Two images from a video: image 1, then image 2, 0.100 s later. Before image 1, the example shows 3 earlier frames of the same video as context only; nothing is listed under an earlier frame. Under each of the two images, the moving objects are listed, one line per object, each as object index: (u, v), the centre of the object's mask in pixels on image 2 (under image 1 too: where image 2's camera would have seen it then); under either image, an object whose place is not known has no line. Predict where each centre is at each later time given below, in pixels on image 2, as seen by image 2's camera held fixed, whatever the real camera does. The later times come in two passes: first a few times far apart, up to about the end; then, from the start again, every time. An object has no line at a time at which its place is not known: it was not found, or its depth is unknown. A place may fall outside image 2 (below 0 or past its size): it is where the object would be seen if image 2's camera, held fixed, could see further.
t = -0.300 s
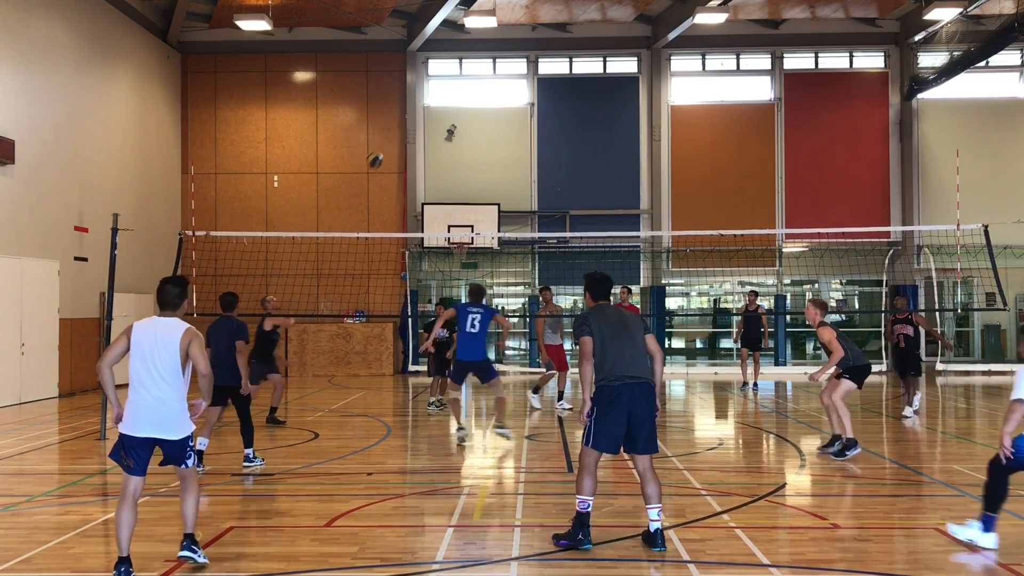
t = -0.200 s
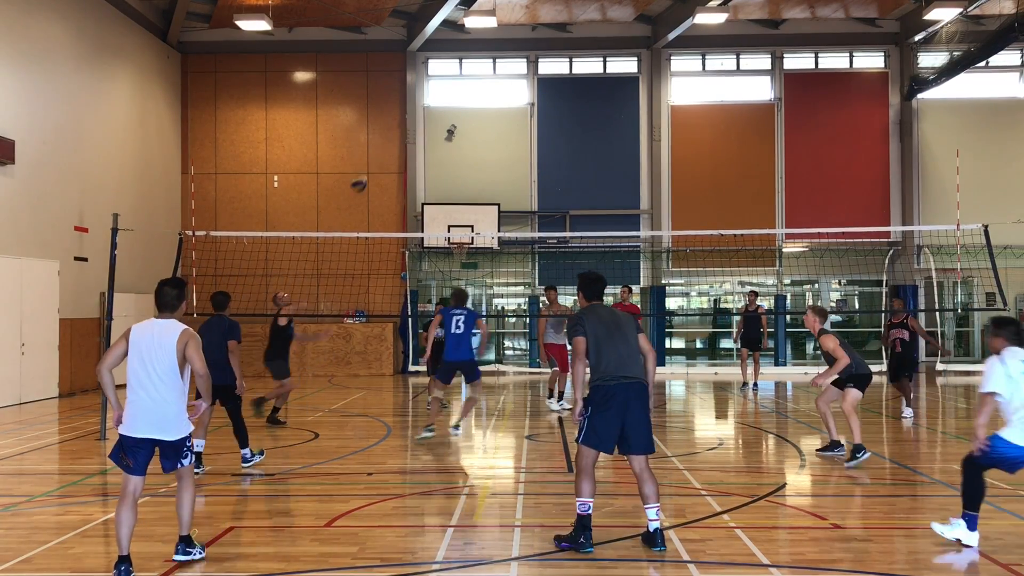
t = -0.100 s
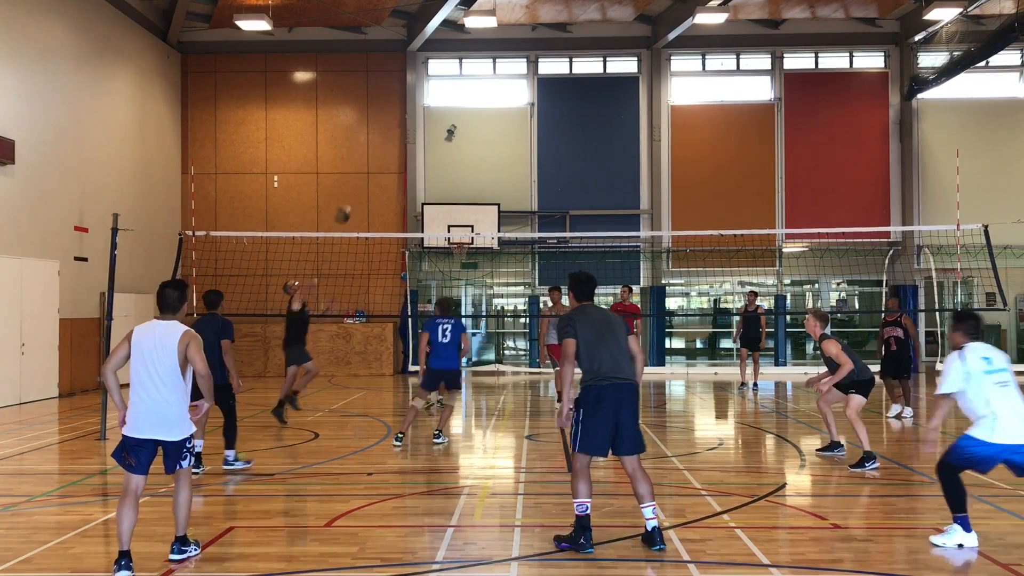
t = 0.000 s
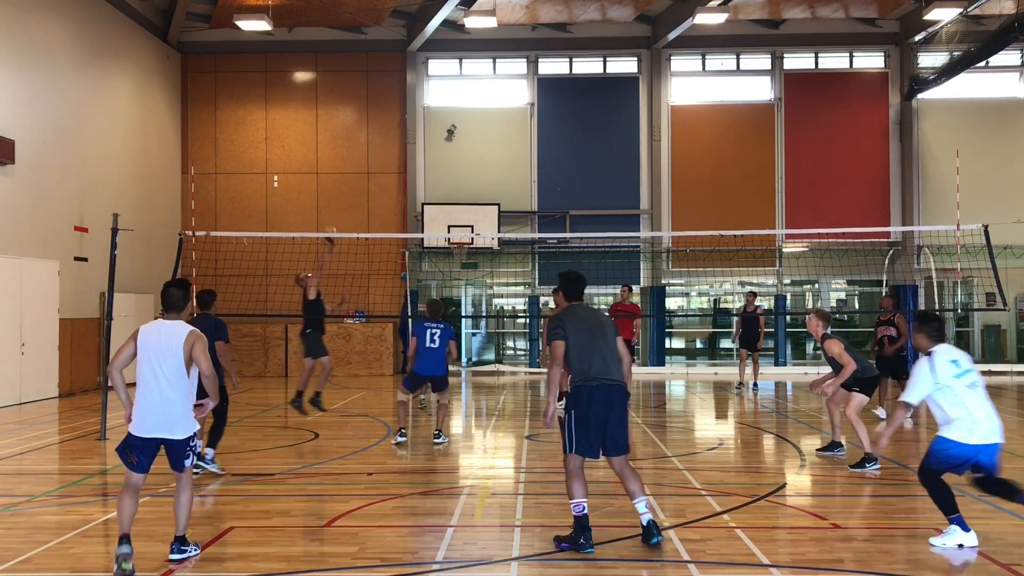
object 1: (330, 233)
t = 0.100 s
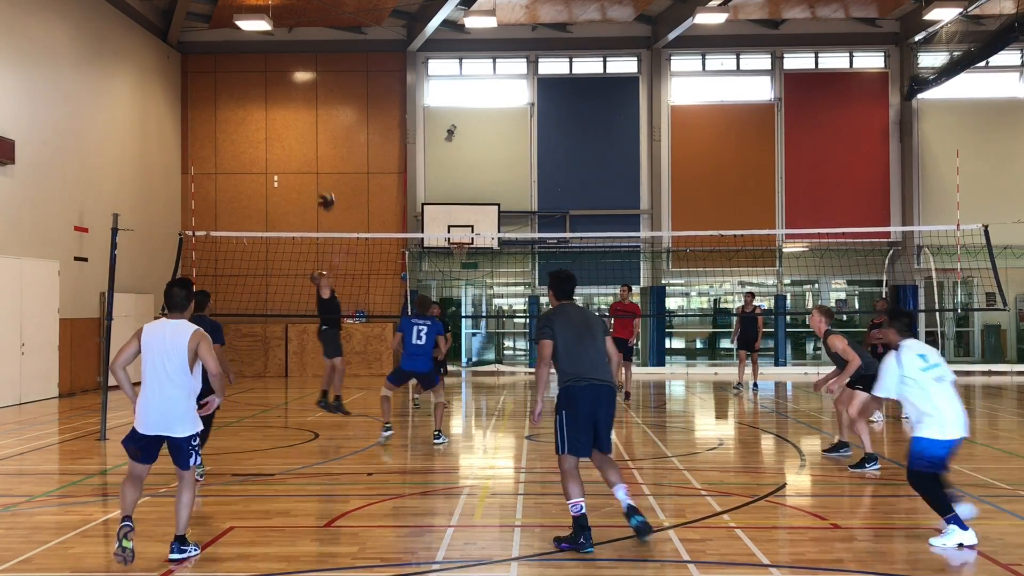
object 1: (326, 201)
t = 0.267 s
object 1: (319, 155)
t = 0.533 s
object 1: (302, 122)
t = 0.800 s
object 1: (270, 179)
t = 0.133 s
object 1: (326, 191)
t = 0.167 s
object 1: (324, 180)
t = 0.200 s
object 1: (323, 170)
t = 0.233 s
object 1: (321, 163)
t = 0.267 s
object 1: (319, 155)
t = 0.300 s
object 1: (318, 147)
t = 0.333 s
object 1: (316, 141)
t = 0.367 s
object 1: (314, 135)
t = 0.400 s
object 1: (312, 130)
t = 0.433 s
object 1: (310, 126)
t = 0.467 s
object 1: (307, 124)
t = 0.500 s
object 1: (305, 123)
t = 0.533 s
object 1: (302, 122)
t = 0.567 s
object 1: (298, 123)
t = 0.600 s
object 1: (296, 125)
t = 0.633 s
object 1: (292, 130)
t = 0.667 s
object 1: (288, 136)
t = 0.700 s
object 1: (284, 143)
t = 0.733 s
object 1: (280, 152)
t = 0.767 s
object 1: (275, 165)
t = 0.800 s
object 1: (270, 179)
